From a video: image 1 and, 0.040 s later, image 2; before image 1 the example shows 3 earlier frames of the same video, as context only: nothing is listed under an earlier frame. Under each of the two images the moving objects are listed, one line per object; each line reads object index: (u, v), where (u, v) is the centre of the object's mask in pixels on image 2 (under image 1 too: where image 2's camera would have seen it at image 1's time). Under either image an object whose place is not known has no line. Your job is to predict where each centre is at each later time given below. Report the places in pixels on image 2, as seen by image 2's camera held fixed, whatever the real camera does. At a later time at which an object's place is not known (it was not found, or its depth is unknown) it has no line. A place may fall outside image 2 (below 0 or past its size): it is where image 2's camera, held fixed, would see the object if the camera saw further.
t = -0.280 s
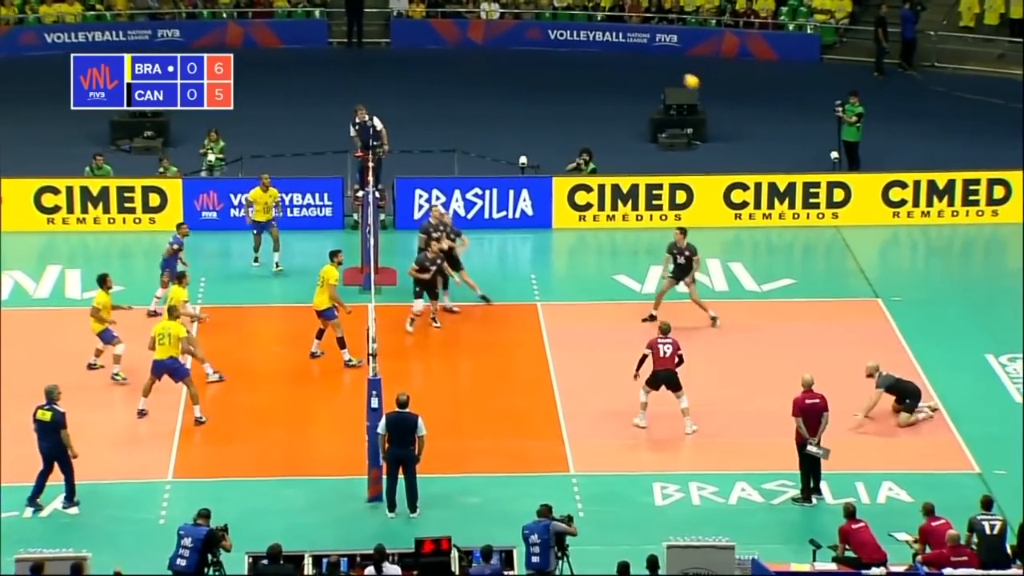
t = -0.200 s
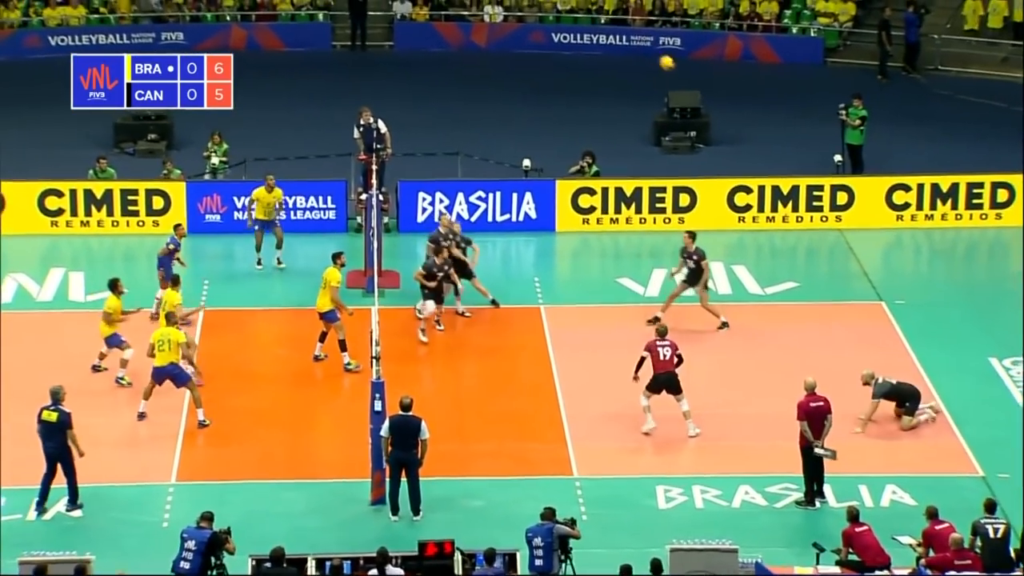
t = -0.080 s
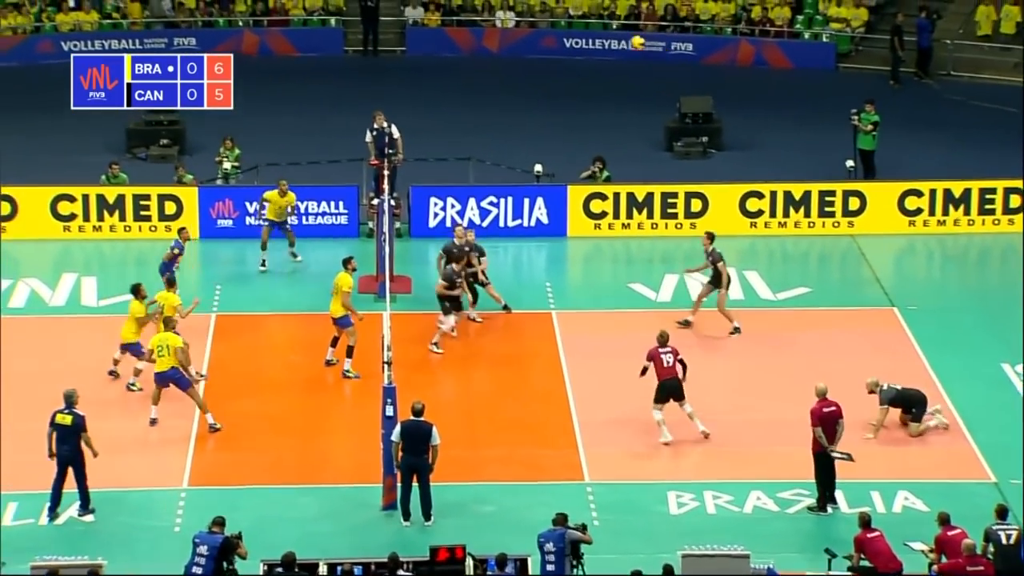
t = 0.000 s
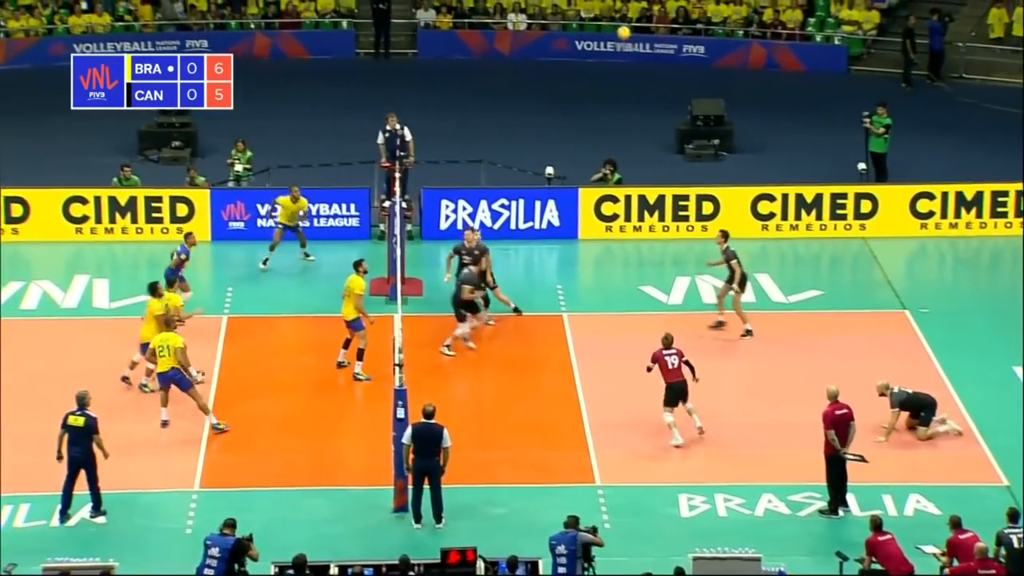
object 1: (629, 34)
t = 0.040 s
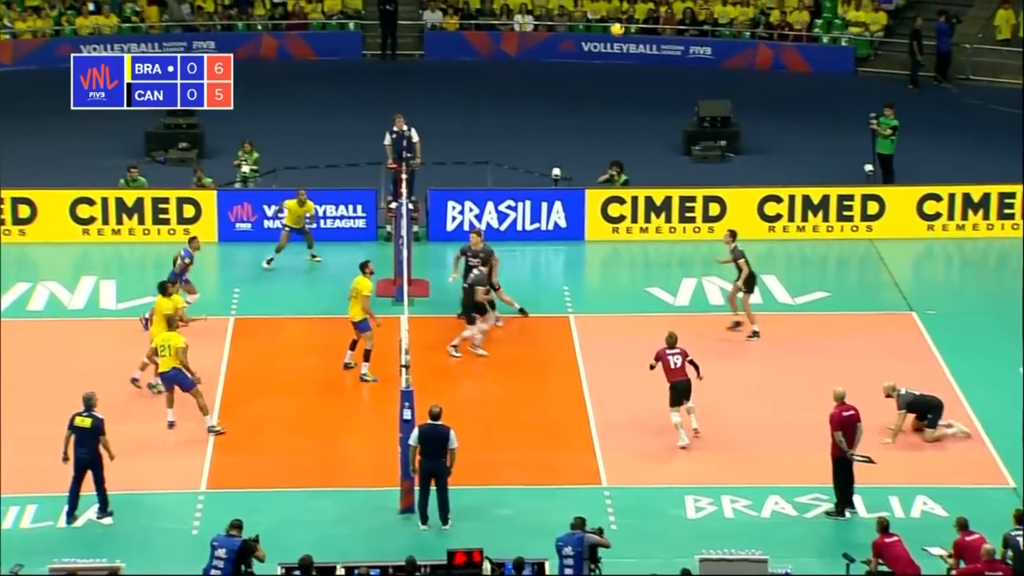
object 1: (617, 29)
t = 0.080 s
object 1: (605, 26)
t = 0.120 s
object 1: (594, 23)
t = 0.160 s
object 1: (582, 21)
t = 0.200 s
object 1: (571, 19)
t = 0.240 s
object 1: (560, 19)
